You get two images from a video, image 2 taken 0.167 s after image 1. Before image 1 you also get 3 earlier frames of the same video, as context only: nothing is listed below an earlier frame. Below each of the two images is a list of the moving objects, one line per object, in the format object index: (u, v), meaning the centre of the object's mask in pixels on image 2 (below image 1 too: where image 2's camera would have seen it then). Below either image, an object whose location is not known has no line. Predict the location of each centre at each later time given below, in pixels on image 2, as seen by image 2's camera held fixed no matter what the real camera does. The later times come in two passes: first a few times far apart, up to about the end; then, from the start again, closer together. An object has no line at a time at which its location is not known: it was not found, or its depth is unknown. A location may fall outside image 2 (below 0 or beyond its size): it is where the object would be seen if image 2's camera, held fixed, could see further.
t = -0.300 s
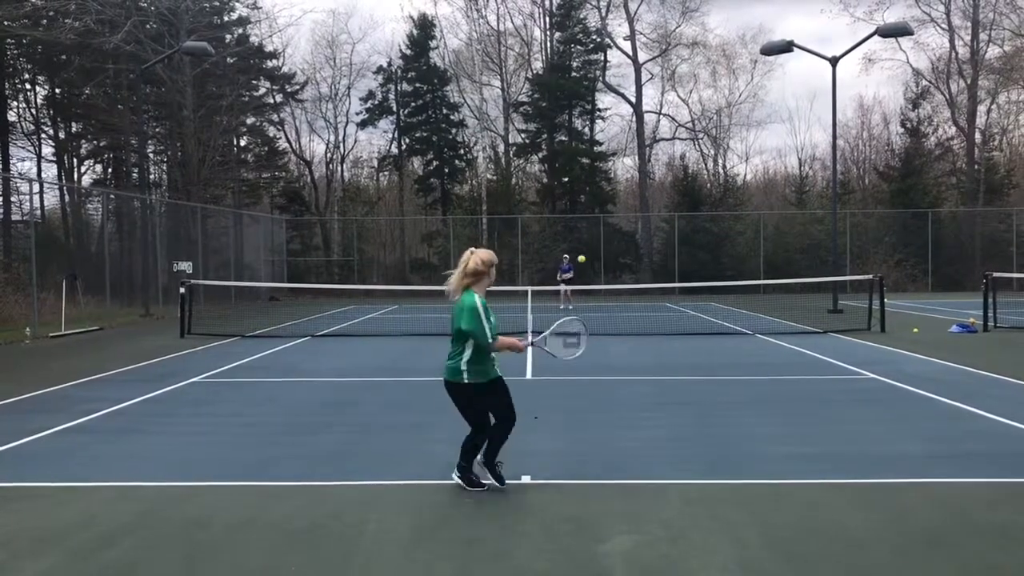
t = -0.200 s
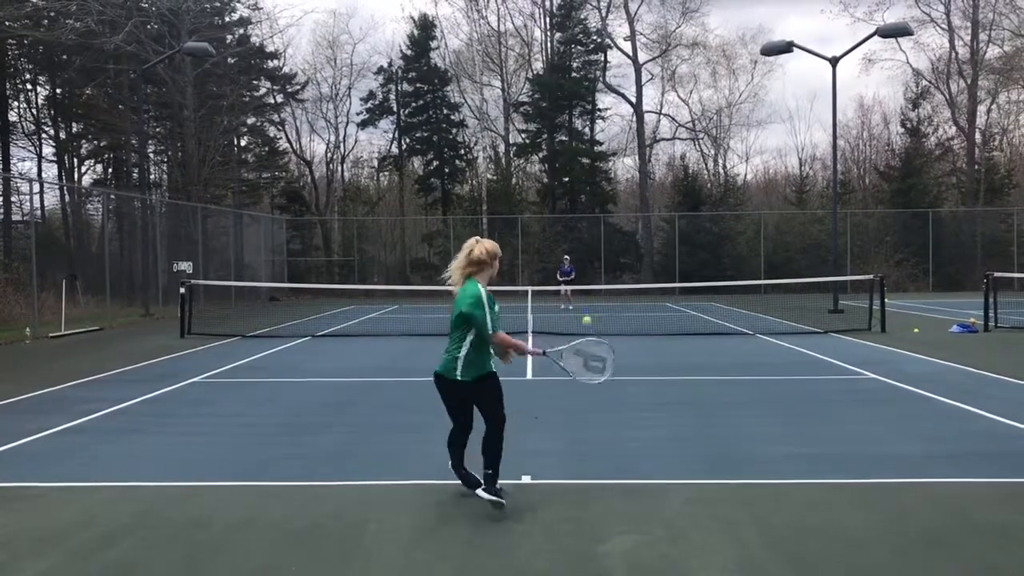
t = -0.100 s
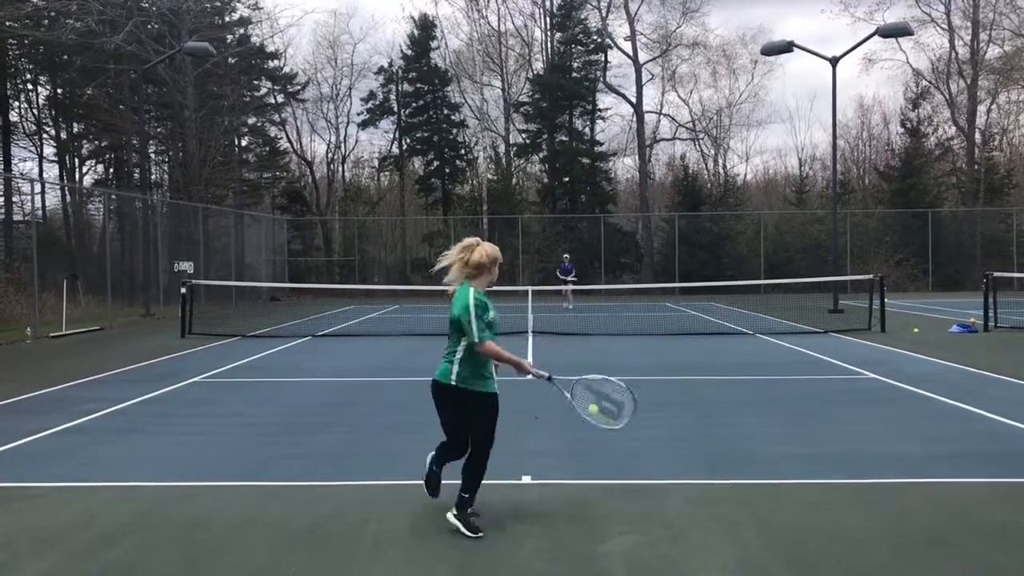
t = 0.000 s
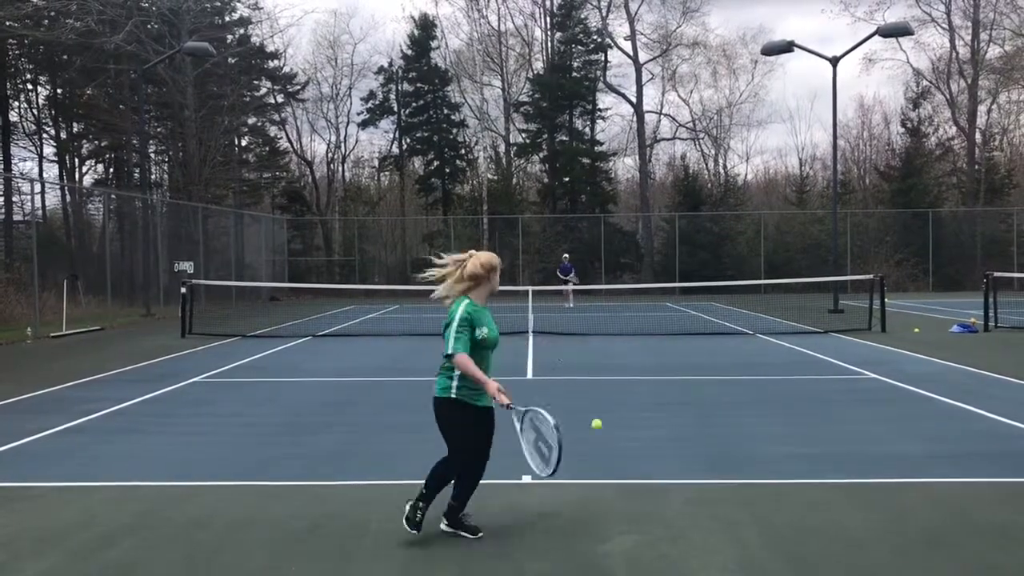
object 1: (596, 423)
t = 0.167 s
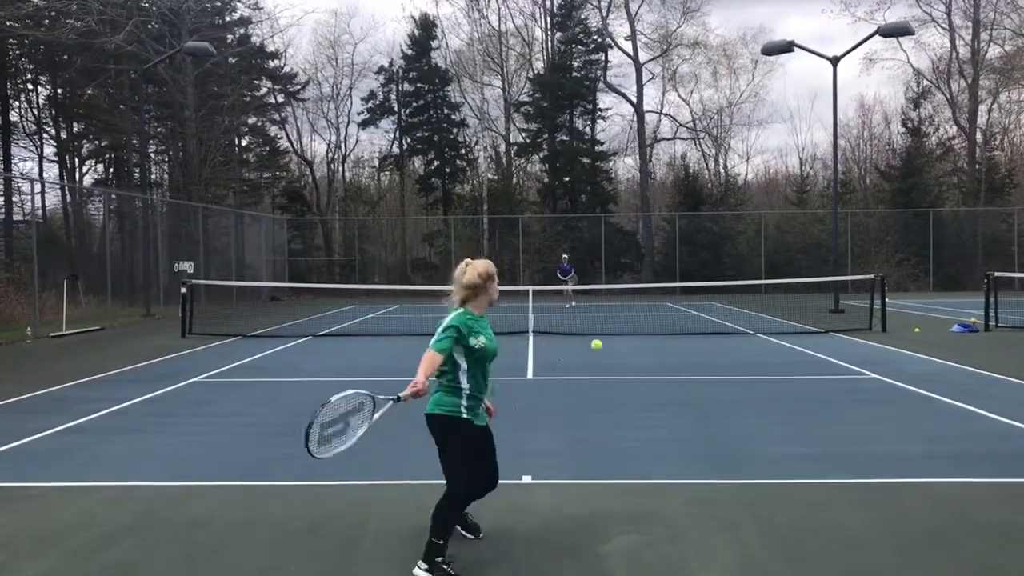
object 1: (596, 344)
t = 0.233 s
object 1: (595, 321)
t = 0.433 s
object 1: (595, 292)
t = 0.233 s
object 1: (595, 321)
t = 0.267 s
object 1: (595, 312)
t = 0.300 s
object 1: (595, 305)
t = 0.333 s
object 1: (595, 299)
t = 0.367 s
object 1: (596, 294)
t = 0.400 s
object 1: (595, 292)
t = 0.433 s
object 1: (595, 292)
